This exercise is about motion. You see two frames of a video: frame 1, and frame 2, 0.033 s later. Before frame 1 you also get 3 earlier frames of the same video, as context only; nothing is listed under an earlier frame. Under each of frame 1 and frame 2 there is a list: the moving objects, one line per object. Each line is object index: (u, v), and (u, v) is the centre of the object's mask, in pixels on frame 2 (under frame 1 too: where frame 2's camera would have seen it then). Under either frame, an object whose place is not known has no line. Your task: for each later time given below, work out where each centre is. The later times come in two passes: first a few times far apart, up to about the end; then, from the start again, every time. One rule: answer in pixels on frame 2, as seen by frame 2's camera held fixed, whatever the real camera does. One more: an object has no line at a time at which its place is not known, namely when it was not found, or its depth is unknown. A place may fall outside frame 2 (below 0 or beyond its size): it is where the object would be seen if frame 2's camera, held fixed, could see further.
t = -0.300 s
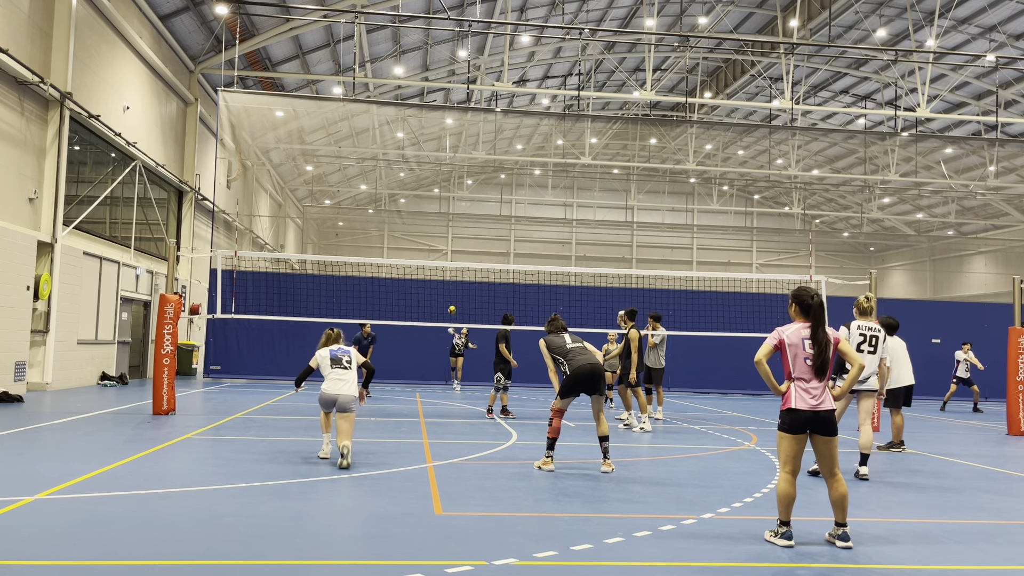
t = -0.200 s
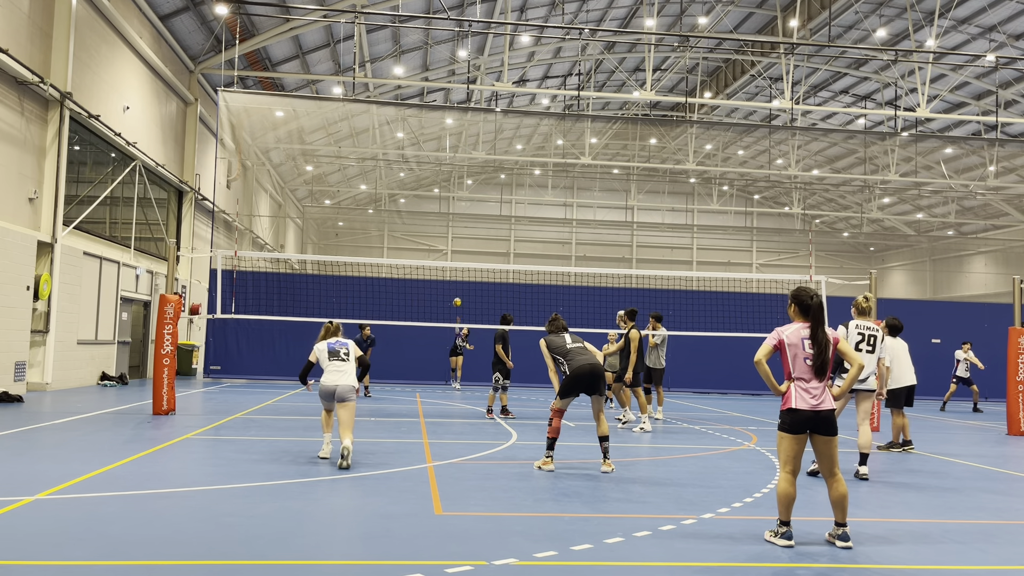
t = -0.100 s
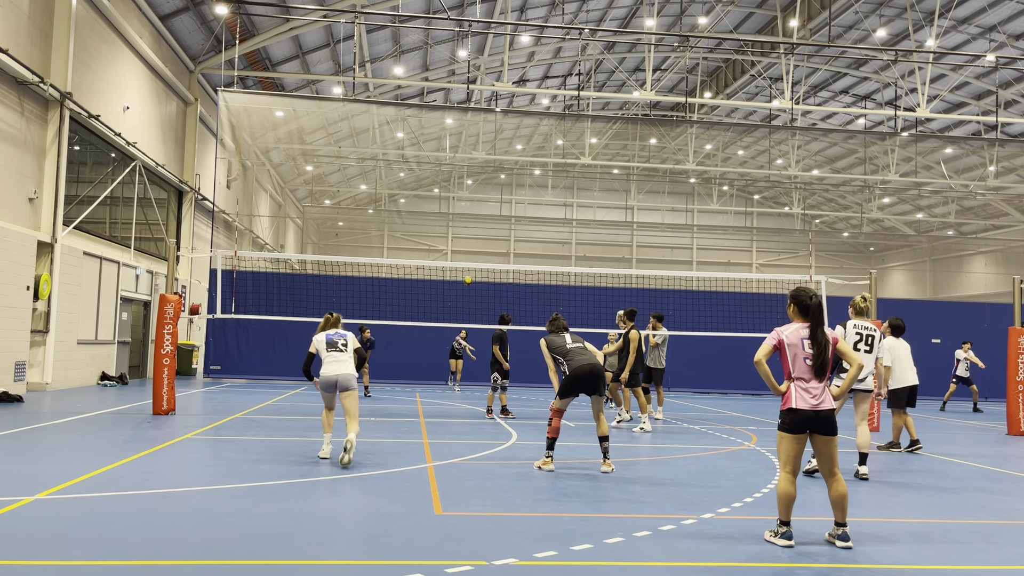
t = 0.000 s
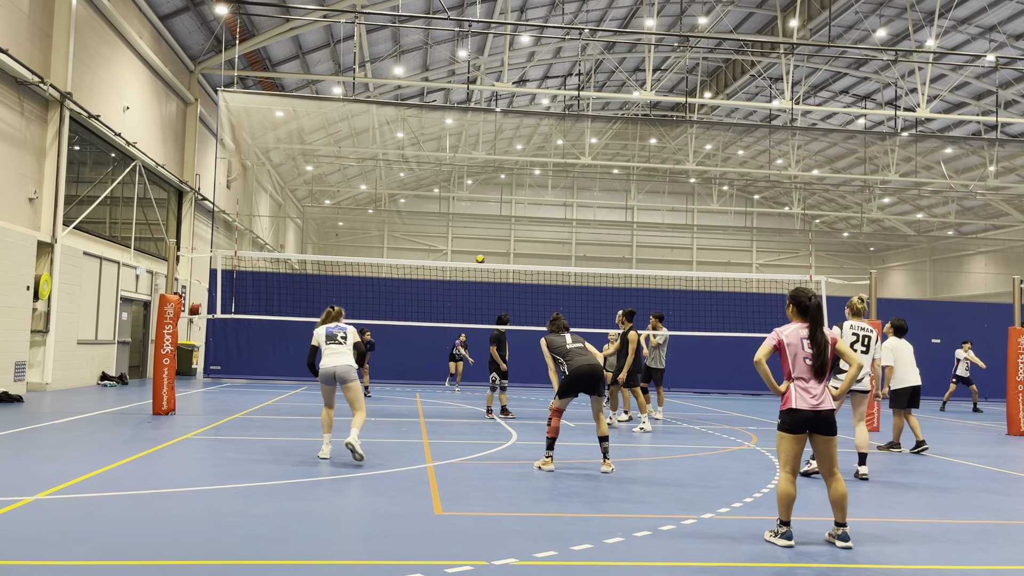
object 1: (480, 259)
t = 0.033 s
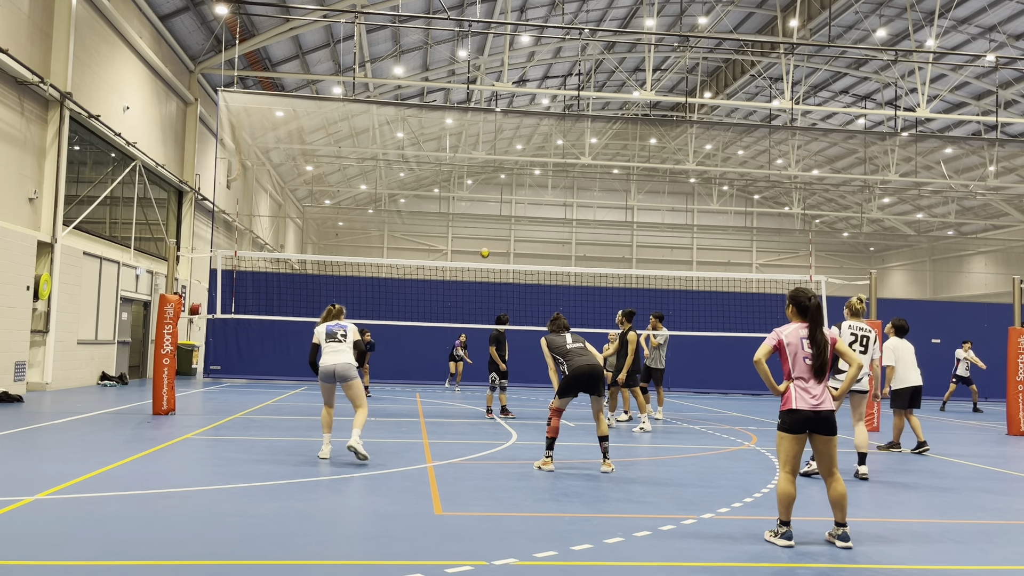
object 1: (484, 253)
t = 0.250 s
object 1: (517, 216)
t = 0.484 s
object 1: (566, 190)
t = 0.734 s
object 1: (650, 196)
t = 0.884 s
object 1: (727, 235)
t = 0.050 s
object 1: (487, 250)
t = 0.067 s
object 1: (489, 247)
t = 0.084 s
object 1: (491, 244)
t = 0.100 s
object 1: (494, 240)
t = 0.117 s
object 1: (496, 237)
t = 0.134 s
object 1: (499, 235)
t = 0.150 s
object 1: (501, 232)
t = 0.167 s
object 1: (504, 229)
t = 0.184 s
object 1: (506, 226)
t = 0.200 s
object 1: (509, 223)
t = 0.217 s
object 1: (512, 221)
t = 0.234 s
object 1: (515, 218)
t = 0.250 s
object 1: (517, 216)
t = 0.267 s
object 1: (520, 213)
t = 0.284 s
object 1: (521, 210)
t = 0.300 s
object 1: (525, 209)
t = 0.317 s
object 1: (529, 206)
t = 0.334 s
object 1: (532, 204)
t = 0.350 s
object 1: (536, 202)
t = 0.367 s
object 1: (539, 200)
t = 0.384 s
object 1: (543, 198)
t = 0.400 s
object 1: (547, 197)
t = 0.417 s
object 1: (551, 195)
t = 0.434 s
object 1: (554, 194)
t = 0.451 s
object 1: (558, 192)
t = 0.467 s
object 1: (562, 191)
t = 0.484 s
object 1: (566, 190)
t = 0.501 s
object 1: (571, 189)
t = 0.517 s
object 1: (575, 188)
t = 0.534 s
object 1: (580, 187)
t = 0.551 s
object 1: (585, 187)
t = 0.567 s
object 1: (590, 186)
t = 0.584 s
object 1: (596, 186)
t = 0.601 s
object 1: (601, 186)
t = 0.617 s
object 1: (606, 186)
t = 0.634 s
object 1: (612, 187)
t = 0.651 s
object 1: (618, 187)
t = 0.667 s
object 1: (624, 188)
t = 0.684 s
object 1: (630, 190)
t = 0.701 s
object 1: (637, 191)
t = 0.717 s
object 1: (644, 193)
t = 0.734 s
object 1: (650, 196)
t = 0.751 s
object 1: (658, 198)
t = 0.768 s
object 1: (666, 201)
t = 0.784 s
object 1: (673, 204)
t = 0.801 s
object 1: (681, 208)
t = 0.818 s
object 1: (690, 213)
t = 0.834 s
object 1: (698, 218)
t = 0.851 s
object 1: (707, 223)
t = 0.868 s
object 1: (717, 228)
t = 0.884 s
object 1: (727, 235)
